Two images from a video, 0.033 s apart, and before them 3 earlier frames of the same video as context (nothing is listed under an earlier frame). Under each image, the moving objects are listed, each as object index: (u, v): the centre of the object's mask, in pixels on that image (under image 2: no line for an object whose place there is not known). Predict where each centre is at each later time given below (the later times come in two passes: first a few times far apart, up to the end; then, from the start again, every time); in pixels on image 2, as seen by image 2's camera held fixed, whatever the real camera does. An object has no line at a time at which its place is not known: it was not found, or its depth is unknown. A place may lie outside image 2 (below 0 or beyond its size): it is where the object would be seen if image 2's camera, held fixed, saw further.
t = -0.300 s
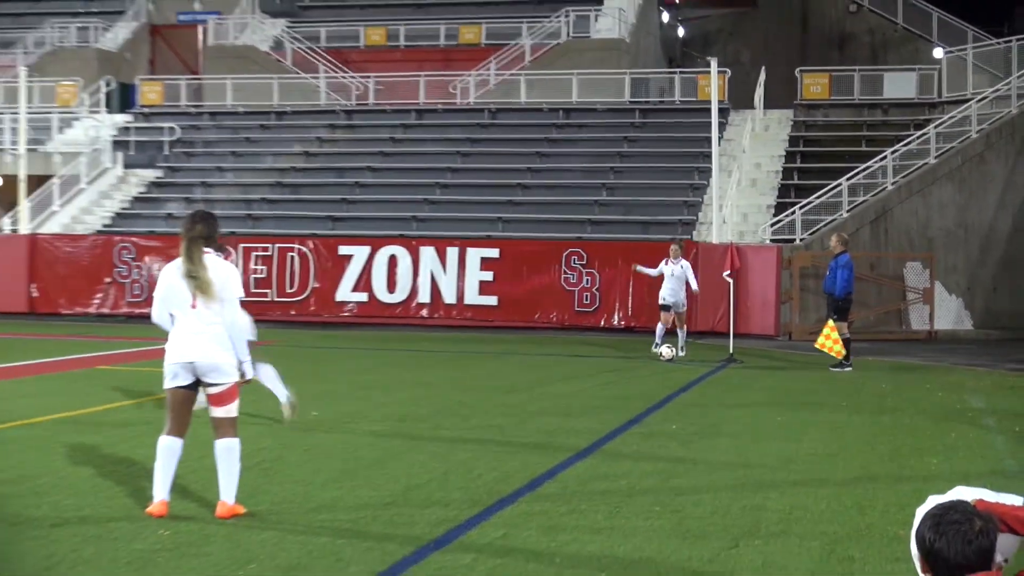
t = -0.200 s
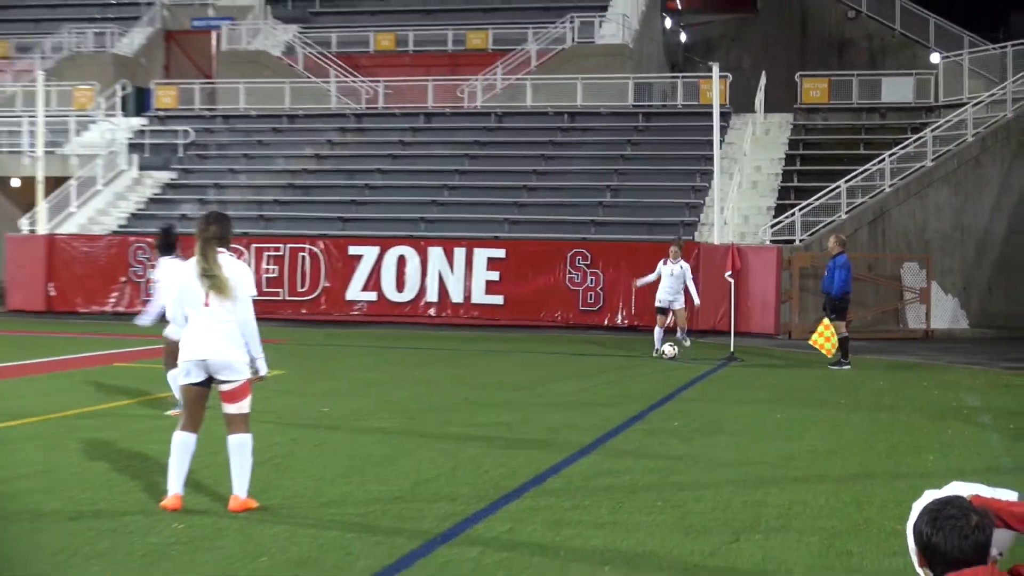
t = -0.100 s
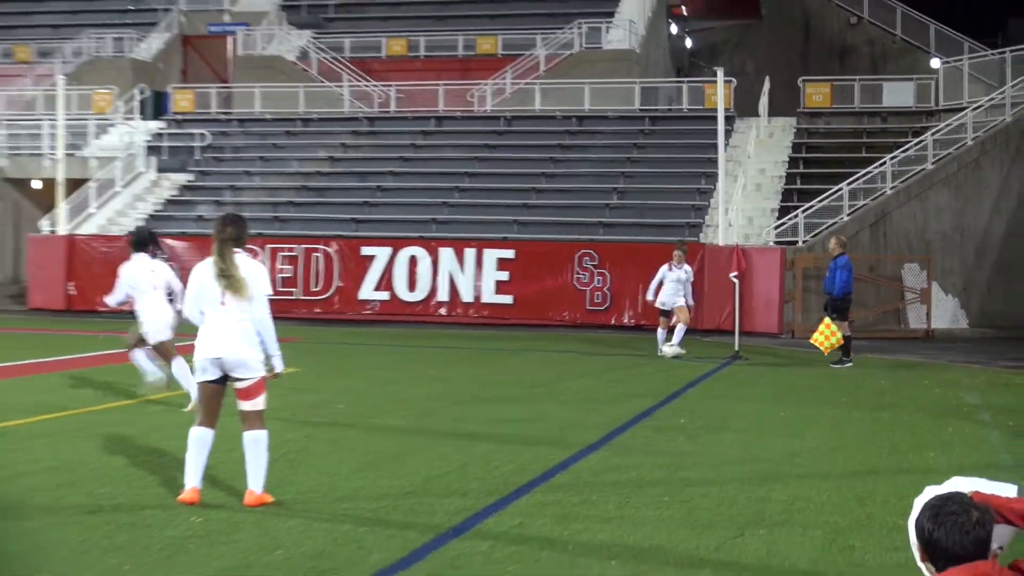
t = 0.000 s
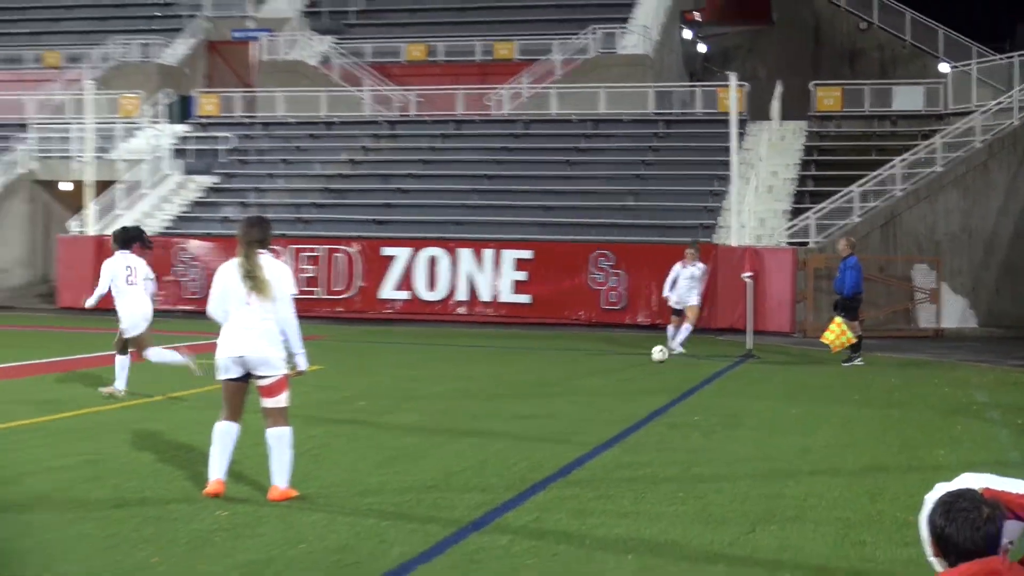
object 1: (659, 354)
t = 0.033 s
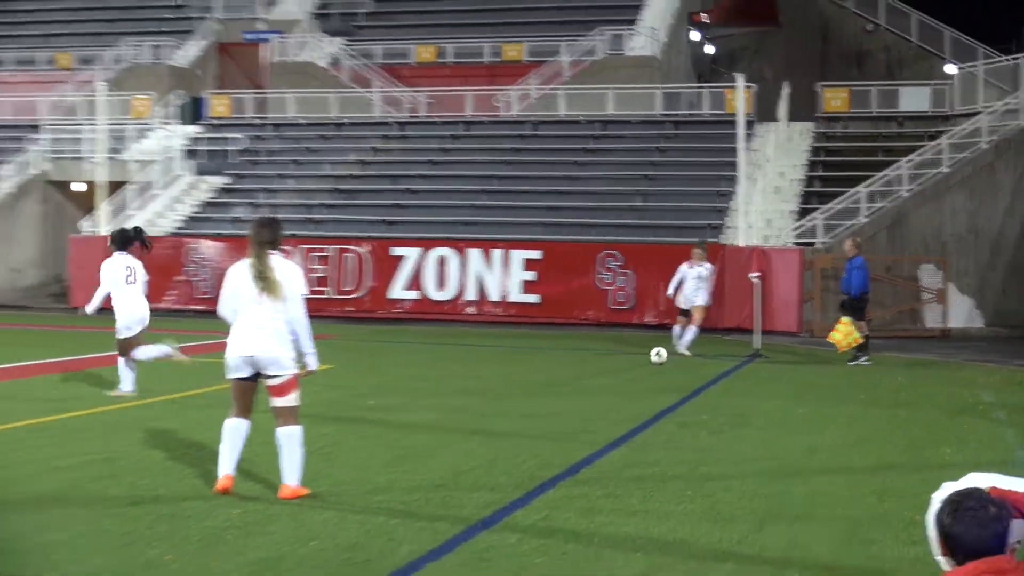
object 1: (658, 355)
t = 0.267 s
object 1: (595, 371)
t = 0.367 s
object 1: (564, 380)
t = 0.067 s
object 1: (649, 357)
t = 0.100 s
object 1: (641, 359)
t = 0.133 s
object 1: (633, 362)
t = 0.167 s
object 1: (623, 364)
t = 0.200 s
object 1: (614, 366)
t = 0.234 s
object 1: (604, 369)
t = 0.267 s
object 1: (595, 371)
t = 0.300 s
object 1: (584, 374)
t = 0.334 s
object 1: (574, 376)
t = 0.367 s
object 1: (564, 380)
